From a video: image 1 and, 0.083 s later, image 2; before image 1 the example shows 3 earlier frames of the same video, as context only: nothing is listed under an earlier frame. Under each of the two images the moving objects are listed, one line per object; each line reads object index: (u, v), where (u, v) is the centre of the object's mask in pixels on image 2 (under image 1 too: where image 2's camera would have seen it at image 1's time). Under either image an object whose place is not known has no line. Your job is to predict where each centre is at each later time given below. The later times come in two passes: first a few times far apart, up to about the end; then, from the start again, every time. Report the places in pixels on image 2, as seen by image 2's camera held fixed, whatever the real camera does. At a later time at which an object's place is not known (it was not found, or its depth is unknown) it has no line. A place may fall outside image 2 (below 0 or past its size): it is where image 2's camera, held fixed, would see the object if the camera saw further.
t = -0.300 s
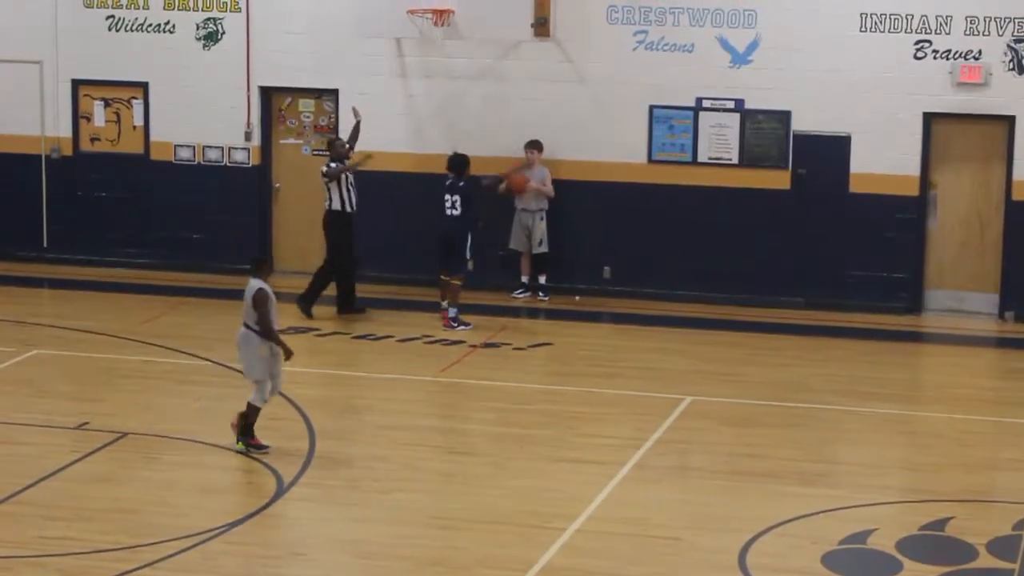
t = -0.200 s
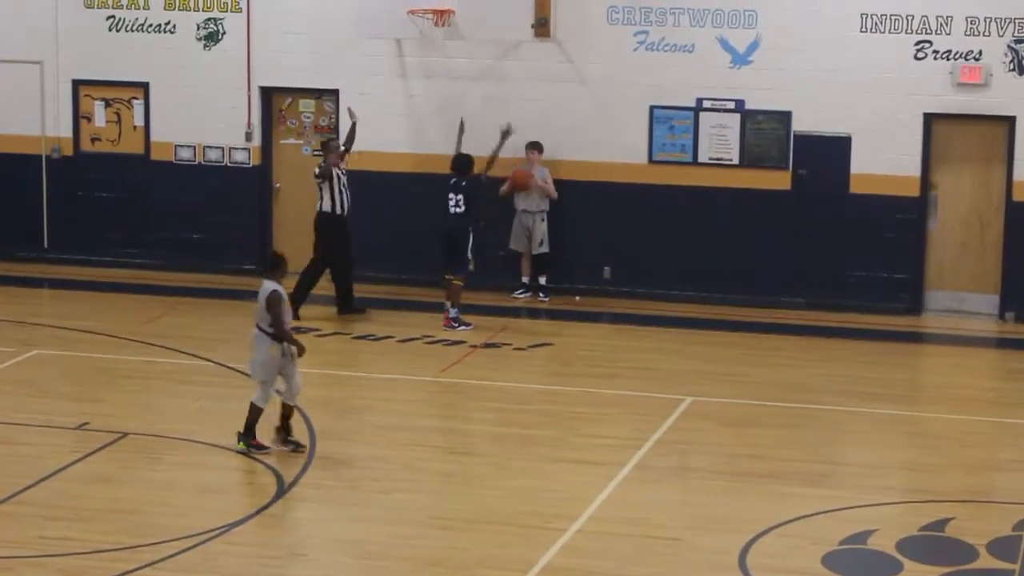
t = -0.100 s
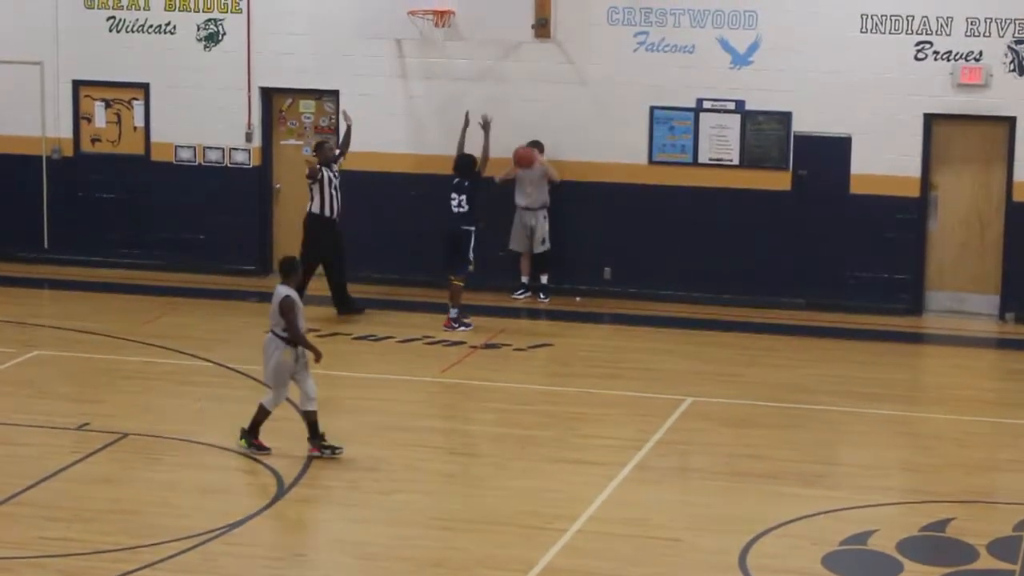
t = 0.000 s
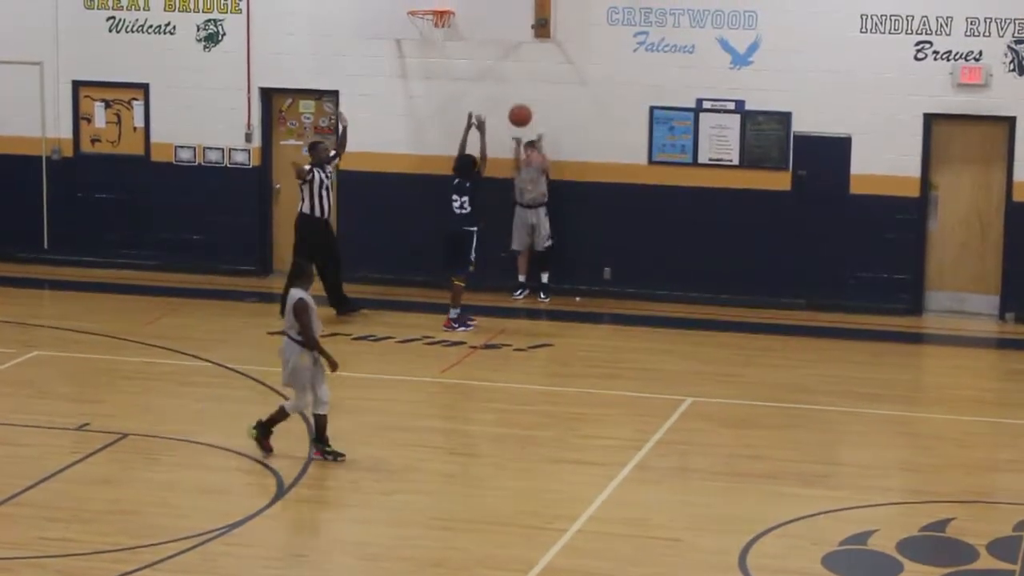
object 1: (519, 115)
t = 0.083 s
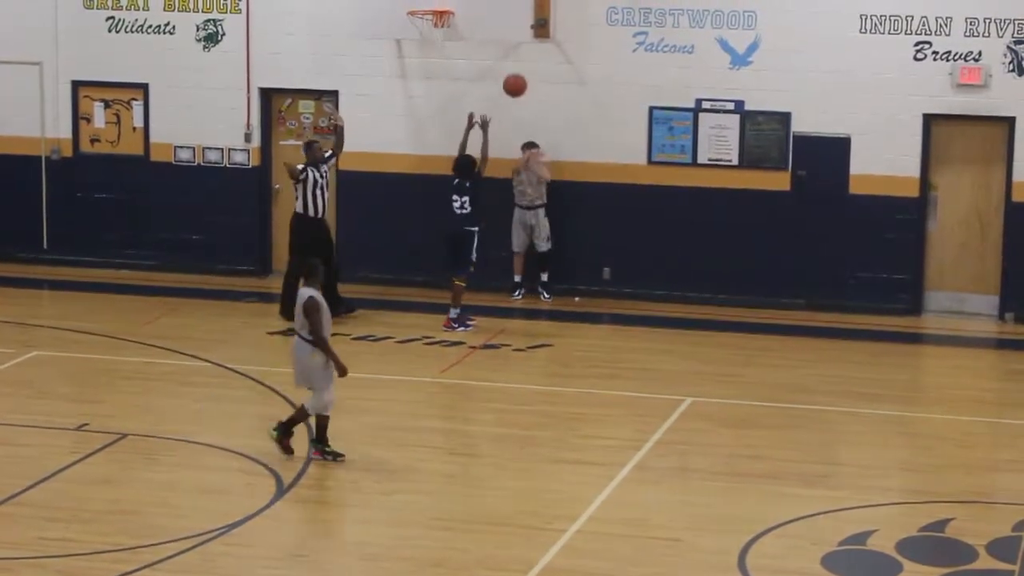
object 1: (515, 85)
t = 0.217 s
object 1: (506, 48)
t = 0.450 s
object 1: (488, 23)
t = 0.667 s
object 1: (470, 53)
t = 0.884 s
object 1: (449, 143)
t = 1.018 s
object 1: (433, 231)
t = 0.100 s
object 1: (514, 79)
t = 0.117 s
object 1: (513, 74)
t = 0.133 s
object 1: (511, 69)
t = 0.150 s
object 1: (510, 64)
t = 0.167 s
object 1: (509, 60)
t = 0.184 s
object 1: (508, 56)
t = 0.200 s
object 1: (507, 51)
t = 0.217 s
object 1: (506, 48)
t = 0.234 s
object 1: (505, 44)
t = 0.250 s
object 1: (504, 41)
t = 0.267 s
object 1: (502, 38)
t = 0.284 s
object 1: (501, 35)
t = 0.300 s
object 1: (500, 33)
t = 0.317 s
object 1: (499, 30)
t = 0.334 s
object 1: (498, 28)
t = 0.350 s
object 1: (496, 27)
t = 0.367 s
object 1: (495, 25)
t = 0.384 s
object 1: (494, 24)
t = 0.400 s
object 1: (492, 23)
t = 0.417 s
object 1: (491, 23)
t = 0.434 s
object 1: (490, 23)
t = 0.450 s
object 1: (488, 23)
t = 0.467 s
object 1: (487, 23)
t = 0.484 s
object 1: (486, 24)
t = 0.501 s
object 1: (485, 25)
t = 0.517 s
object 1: (483, 26)
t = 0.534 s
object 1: (482, 28)
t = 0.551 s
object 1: (480, 30)
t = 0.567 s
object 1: (479, 32)
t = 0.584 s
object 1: (478, 35)
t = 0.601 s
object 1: (476, 38)
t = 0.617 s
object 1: (475, 41)
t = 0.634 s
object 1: (473, 45)
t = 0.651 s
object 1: (472, 49)
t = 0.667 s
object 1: (470, 53)
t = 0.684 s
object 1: (469, 58)
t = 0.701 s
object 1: (467, 63)
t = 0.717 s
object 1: (466, 69)
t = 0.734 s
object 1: (464, 74)
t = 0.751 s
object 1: (462, 81)
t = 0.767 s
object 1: (461, 87)
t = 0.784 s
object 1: (459, 94)
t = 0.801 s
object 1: (458, 101)
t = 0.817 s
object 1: (456, 109)
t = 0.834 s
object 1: (454, 117)
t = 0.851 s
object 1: (453, 125)
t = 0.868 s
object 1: (451, 134)
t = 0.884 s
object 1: (449, 143)
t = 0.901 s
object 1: (447, 153)
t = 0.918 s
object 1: (445, 164)
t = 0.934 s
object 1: (444, 174)
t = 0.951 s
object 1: (441, 185)
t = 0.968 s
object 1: (439, 195)
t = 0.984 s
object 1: (437, 206)
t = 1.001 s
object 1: (436, 218)
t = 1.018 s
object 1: (433, 231)
